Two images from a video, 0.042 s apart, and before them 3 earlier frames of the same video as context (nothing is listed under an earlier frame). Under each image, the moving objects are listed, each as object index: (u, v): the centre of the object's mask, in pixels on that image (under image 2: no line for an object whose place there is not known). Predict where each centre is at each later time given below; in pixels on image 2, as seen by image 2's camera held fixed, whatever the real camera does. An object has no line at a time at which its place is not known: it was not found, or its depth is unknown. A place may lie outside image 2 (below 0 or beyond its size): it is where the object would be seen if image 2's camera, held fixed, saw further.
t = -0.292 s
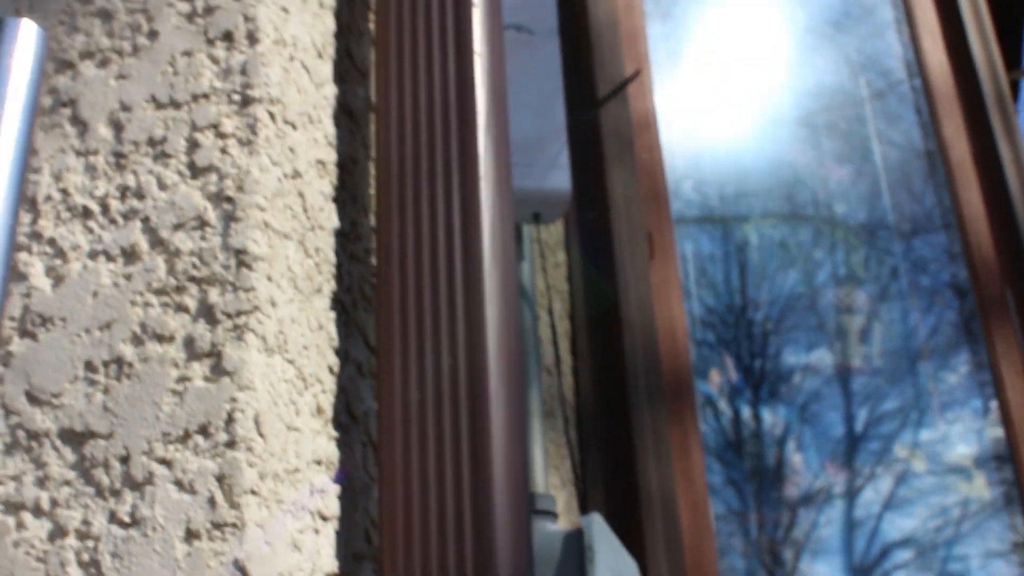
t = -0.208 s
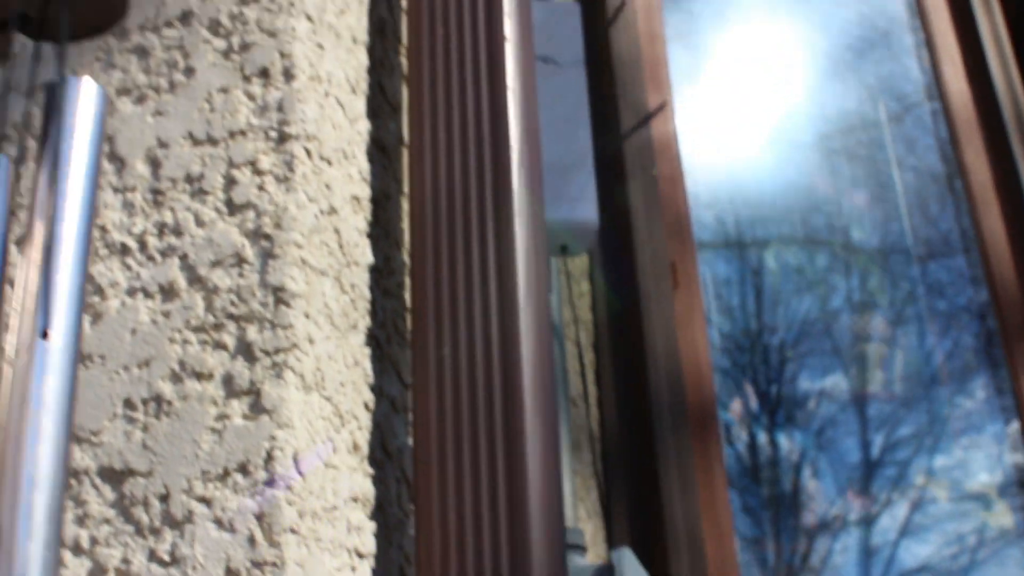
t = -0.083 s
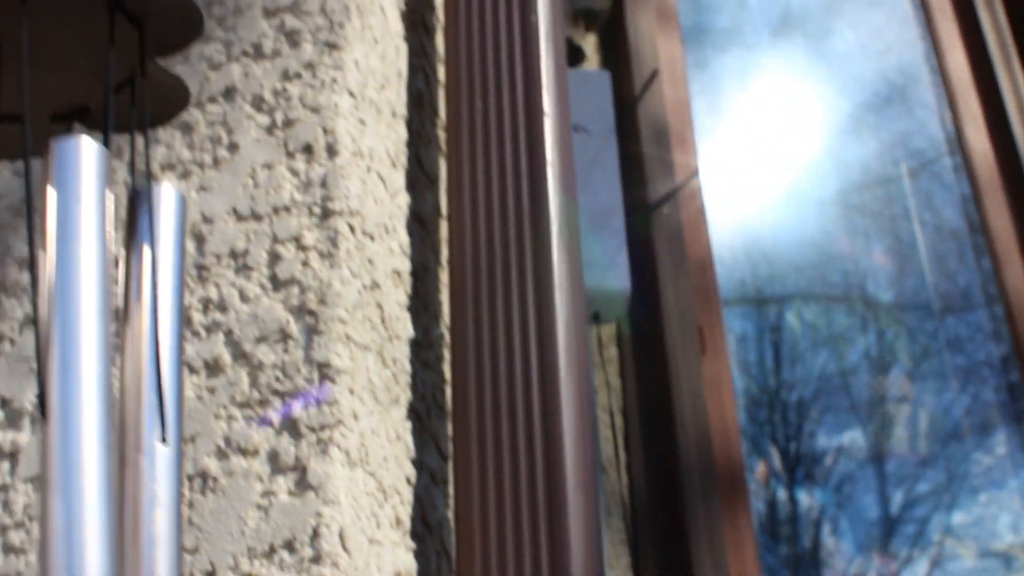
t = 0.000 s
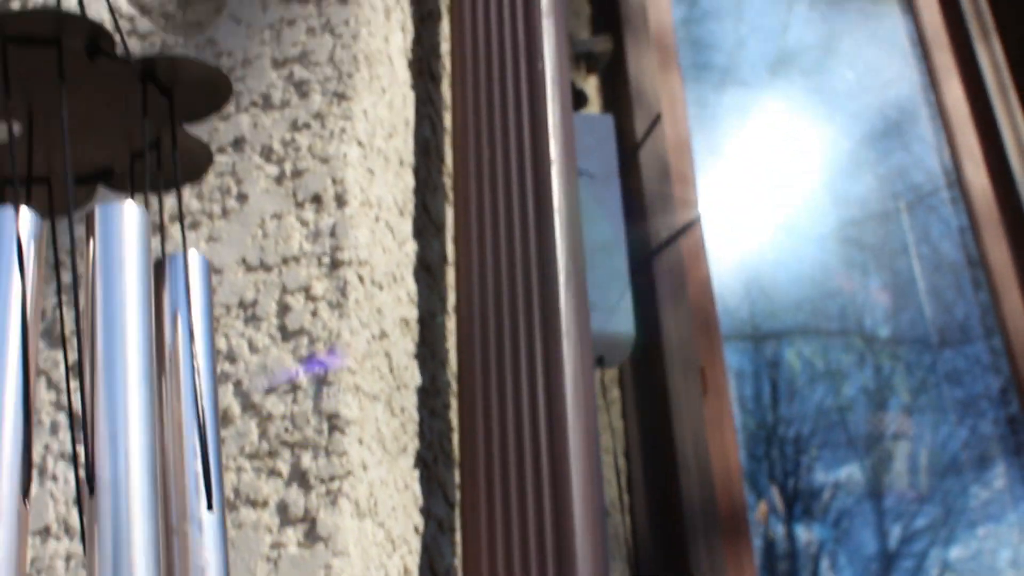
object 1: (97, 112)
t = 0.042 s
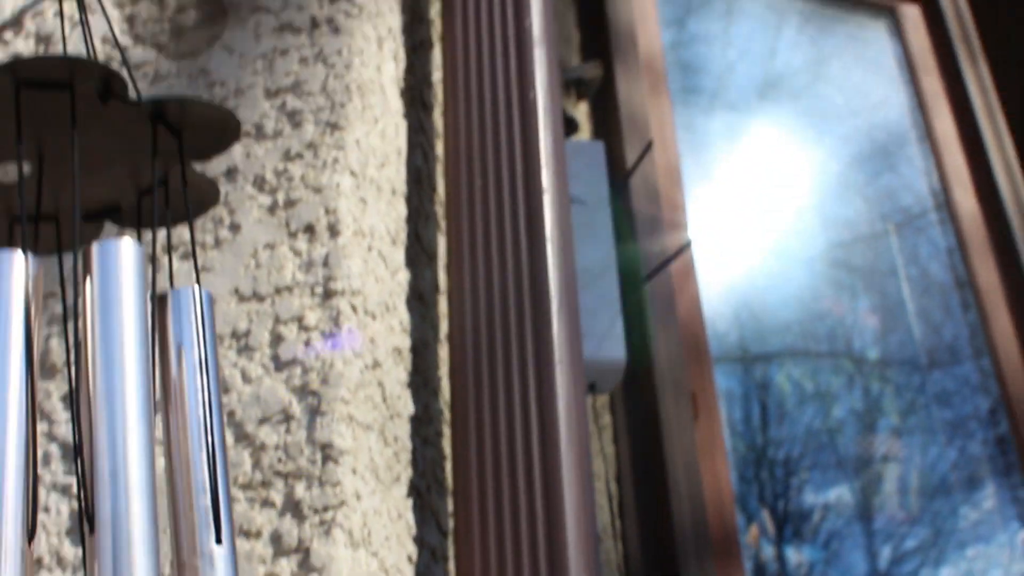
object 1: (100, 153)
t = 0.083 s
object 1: (109, 158)
